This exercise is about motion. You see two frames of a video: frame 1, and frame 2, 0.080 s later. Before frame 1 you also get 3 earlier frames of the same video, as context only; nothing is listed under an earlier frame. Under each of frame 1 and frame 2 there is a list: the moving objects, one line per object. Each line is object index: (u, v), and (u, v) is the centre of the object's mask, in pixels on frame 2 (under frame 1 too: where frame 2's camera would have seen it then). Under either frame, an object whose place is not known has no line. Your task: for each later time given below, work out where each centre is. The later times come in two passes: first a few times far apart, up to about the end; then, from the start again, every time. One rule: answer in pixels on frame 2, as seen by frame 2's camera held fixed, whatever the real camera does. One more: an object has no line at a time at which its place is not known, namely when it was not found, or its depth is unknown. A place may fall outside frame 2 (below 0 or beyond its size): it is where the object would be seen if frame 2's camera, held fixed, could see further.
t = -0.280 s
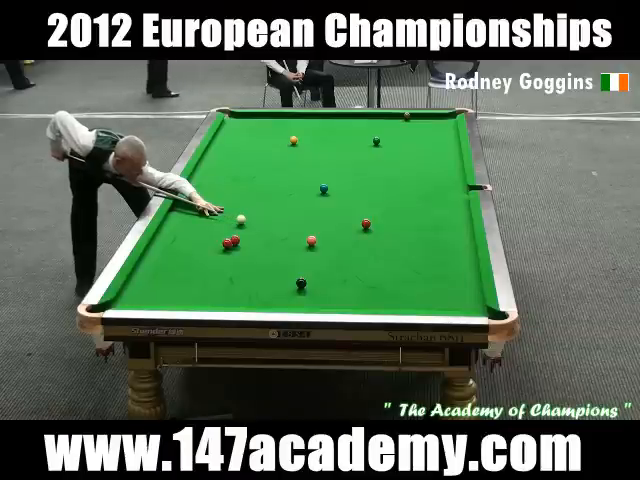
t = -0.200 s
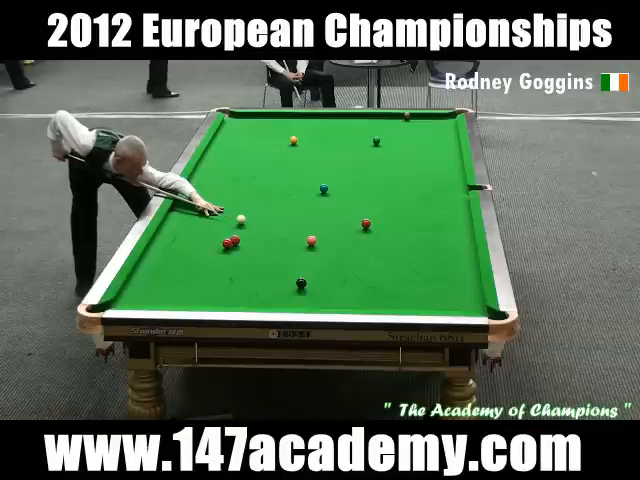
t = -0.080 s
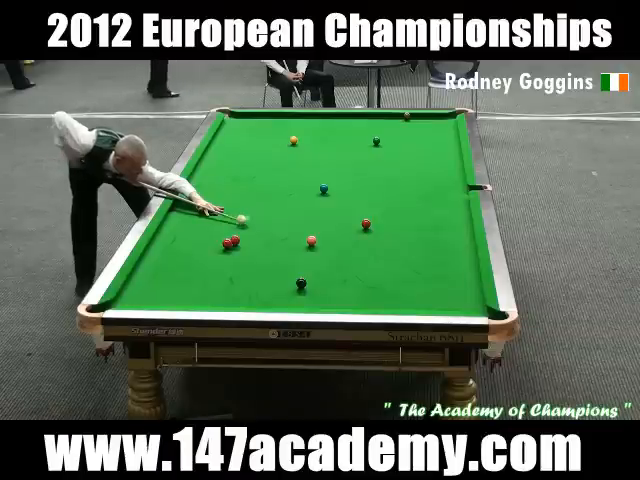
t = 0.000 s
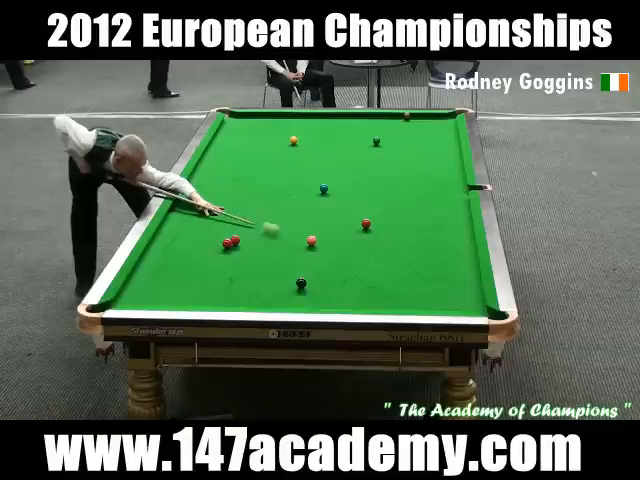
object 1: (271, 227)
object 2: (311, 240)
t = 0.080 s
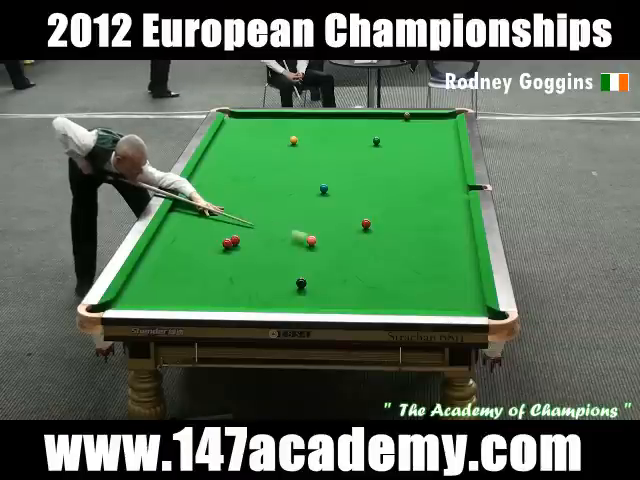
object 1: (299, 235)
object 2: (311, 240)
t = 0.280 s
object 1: (312, 234)
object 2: (362, 261)
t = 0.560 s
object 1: (316, 230)
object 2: (435, 292)
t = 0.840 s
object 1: (320, 226)
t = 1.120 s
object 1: (324, 221)
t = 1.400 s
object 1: (327, 218)
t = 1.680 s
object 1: (331, 216)
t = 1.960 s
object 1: (333, 213)
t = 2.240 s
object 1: (335, 211)
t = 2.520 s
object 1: (337, 210)
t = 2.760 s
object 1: (339, 209)
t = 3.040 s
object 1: (339, 208)
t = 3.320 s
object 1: (340, 208)
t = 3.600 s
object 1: (340, 208)
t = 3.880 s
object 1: (340, 208)
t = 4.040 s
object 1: (340, 208)
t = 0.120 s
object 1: (307, 236)
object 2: (317, 242)
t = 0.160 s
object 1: (309, 237)
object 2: (328, 247)
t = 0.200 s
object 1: (310, 236)
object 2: (340, 252)
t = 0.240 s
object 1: (312, 235)
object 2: (351, 256)
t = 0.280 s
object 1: (312, 234)
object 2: (362, 261)
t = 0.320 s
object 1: (313, 234)
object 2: (373, 266)
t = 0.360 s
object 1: (313, 233)
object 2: (383, 270)
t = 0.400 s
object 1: (314, 232)
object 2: (393, 274)
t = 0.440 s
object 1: (315, 232)
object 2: (403, 278)
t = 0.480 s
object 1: (315, 231)
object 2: (413, 283)
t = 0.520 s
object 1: (316, 230)
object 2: (424, 287)
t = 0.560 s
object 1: (316, 230)
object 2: (435, 292)
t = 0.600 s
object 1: (317, 229)
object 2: (445, 296)
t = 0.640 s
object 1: (318, 229)
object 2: (457, 301)
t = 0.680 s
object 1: (318, 228)
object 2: (469, 305)
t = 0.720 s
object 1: (319, 227)
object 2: (480, 310)
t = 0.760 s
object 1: (319, 227)
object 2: (491, 315)
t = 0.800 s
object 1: (320, 226)
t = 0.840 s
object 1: (320, 226)
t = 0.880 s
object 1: (321, 225)
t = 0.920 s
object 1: (322, 224)
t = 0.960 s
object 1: (322, 224)
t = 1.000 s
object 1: (323, 223)
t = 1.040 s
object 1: (323, 222)
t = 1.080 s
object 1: (324, 222)
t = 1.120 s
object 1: (324, 221)
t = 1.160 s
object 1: (325, 221)
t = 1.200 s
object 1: (325, 221)
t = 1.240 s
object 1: (325, 220)
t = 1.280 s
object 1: (326, 220)
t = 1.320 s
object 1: (326, 219)
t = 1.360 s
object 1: (327, 219)
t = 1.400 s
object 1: (327, 218)
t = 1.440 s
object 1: (328, 218)
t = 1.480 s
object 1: (328, 217)
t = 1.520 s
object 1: (329, 217)
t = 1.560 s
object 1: (329, 216)
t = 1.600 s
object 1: (329, 216)
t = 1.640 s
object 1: (330, 216)
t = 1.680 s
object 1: (331, 216)
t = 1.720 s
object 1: (331, 215)
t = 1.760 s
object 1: (331, 215)
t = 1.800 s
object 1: (332, 214)
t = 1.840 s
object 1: (332, 214)
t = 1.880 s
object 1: (333, 214)
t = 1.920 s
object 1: (333, 213)
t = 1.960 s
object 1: (333, 213)
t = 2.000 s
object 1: (334, 213)
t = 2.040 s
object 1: (334, 213)
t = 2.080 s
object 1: (334, 212)
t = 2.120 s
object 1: (335, 212)
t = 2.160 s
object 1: (335, 212)
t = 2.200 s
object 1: (335, 212)
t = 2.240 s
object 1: (335, 211)
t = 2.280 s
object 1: (336, 211)
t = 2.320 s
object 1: (336, 211)
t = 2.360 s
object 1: (336, 211)
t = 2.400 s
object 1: (337, 210)
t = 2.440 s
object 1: (337, 210)
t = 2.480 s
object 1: (337, 210)
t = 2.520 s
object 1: (337, 210)
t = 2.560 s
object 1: (337, 210)
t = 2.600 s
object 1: (337, 209)
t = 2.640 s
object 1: (338, 210)
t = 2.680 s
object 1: (338, 209)
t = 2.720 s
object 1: (338, 209)
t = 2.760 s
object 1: (339, 209)
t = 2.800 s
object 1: (339, 209)
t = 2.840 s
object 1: (339, 209)
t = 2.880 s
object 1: (339, 209)
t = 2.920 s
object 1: (339, 208)
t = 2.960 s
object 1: (339, 208)
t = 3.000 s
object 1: (339, 208)
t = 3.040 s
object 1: (339, 208)
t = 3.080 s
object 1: (339, 208)
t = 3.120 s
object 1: (339, 208)
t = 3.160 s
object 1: (339, 208)
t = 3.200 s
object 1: (340, 208)
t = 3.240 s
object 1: (340, 208)
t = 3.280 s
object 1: (340, 208)
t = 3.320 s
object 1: (340, 208)
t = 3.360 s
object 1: (340, 208)
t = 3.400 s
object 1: (340, 208)
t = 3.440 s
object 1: (340, 208)
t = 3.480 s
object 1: (340, 208)
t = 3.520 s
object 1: (340, 208)
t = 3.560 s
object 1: (340, 208)
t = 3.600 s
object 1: (340, 208)
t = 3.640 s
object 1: (340, 208)
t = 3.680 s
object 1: (340, 208)
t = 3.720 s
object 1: (340, 208)
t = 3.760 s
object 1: (340, 208)
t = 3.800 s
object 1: (340, 208)
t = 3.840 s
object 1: (340, 208)
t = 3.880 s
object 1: (340, 208)
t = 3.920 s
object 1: (340, 208)
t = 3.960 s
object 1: (340, 208)
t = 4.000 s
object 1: (340, 208)
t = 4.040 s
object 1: (340, 208)
